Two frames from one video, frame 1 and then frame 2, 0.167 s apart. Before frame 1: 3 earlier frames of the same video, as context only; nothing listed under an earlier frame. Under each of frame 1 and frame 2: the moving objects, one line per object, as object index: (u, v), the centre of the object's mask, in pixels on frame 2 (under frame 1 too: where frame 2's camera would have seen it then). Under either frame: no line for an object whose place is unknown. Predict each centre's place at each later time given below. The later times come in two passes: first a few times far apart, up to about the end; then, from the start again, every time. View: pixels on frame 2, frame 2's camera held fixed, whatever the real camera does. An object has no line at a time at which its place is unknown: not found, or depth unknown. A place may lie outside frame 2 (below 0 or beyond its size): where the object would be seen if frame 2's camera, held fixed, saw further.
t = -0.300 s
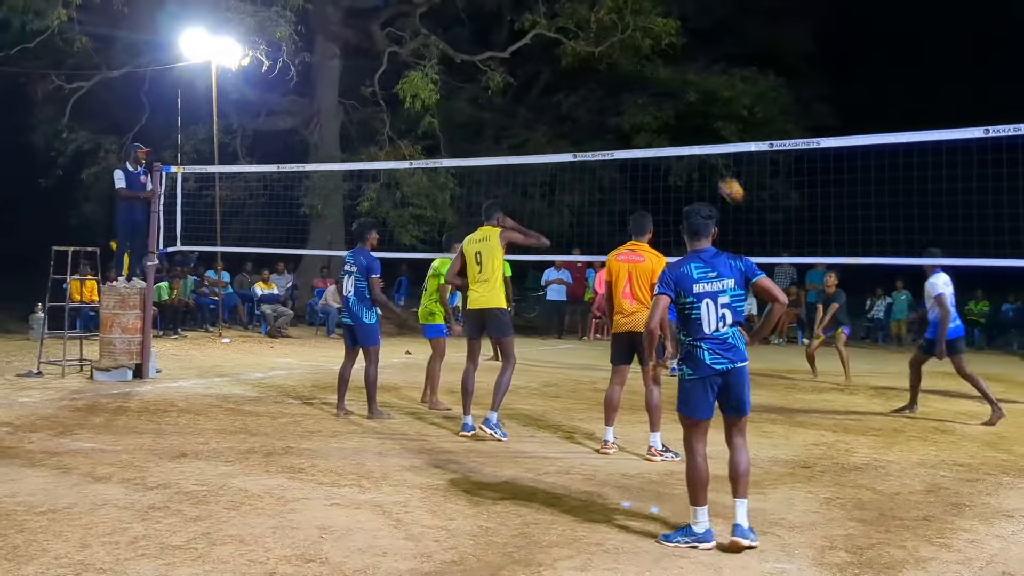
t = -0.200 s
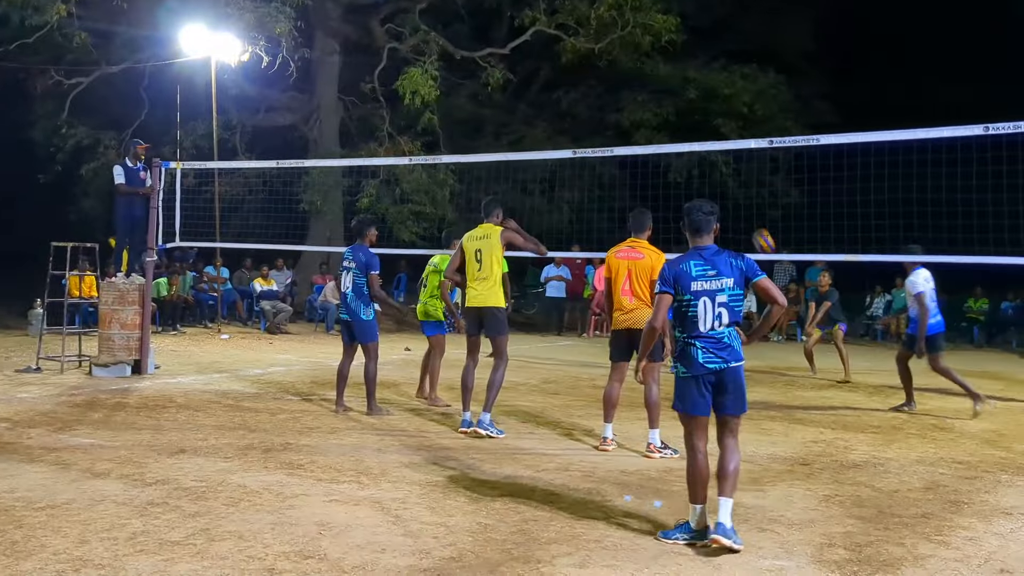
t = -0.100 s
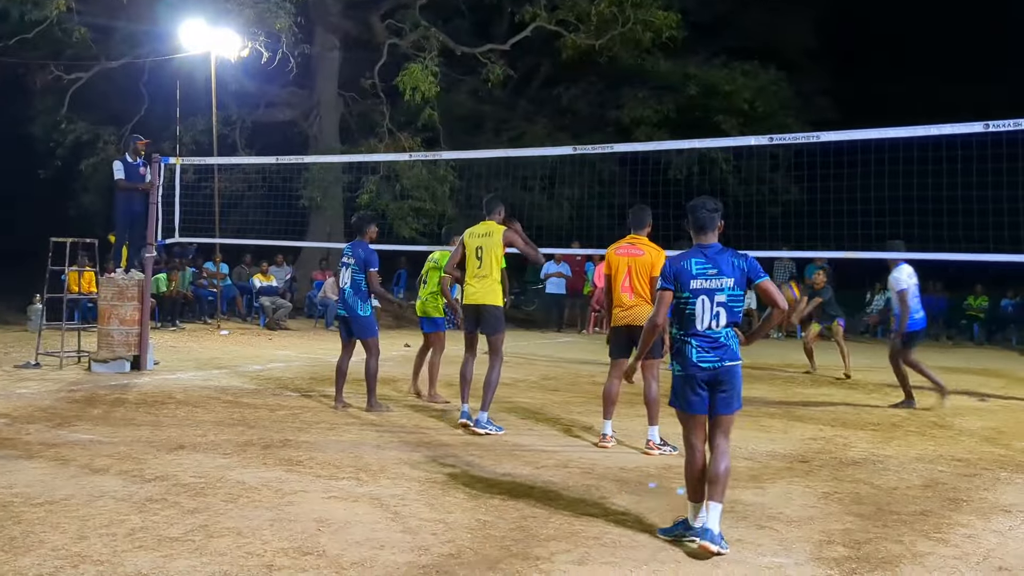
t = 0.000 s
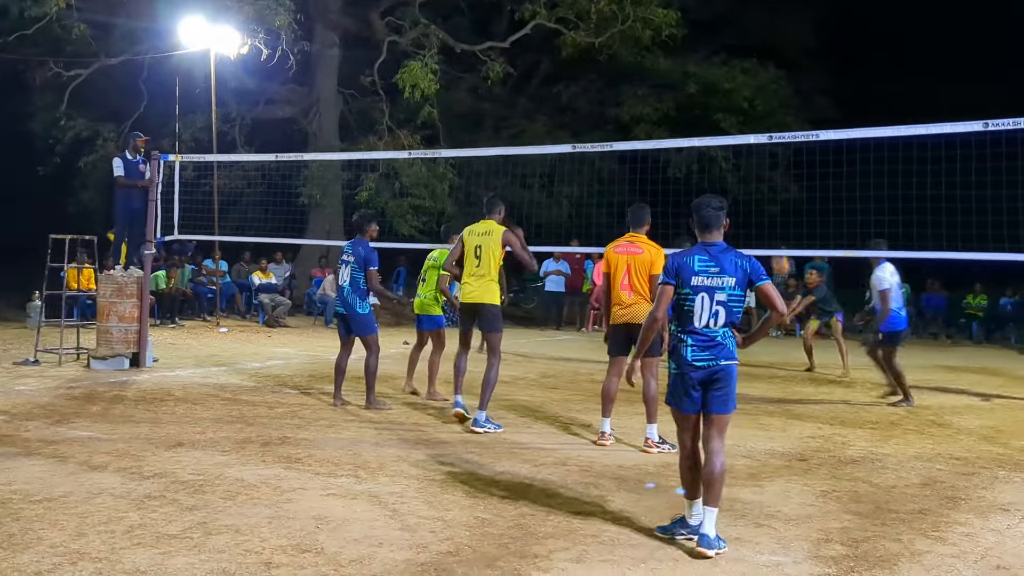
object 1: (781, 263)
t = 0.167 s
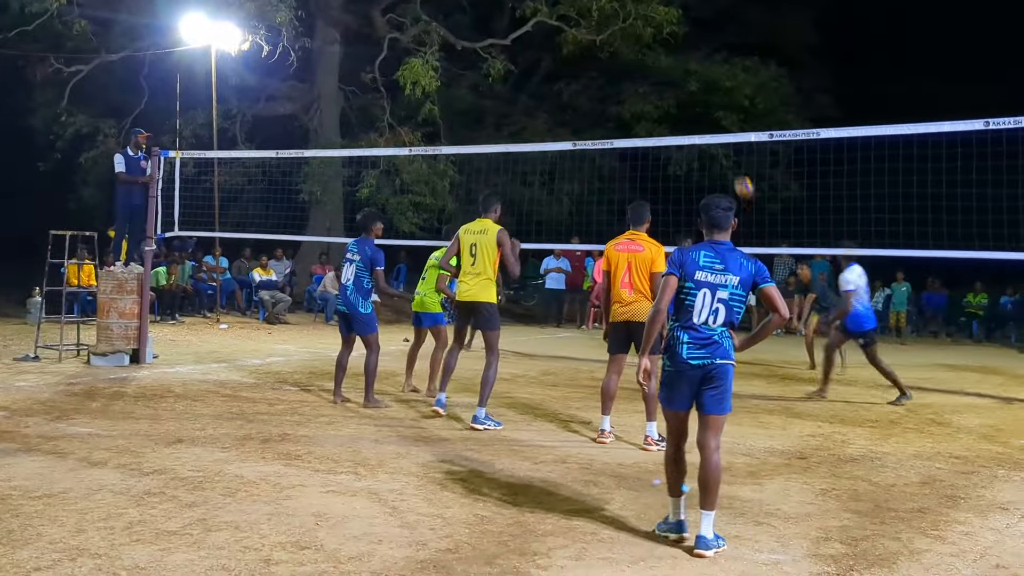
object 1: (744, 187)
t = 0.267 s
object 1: (722, 152)
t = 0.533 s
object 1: (657, 88)
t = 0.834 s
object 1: (576, 88)
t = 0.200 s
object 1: (737, 174)
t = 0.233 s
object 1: (729, 161)
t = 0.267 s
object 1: (722, 152)
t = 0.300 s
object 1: (716, 148)
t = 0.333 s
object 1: (705, 128)
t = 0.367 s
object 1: (698, 121)
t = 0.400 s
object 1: (689, 113)
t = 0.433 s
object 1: (681, 105)
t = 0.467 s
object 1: (673, 99)
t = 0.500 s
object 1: (665, 93)
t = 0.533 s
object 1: (657, 88)
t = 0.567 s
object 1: (648, 85)
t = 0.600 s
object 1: (640, 82)
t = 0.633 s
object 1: (631, 81)
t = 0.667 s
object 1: (622, 79)
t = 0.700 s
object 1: (613, 78)
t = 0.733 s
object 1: (604, 79)
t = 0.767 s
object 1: (595, 81)
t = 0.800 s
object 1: (586, 84)
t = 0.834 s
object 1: (576, 88)
